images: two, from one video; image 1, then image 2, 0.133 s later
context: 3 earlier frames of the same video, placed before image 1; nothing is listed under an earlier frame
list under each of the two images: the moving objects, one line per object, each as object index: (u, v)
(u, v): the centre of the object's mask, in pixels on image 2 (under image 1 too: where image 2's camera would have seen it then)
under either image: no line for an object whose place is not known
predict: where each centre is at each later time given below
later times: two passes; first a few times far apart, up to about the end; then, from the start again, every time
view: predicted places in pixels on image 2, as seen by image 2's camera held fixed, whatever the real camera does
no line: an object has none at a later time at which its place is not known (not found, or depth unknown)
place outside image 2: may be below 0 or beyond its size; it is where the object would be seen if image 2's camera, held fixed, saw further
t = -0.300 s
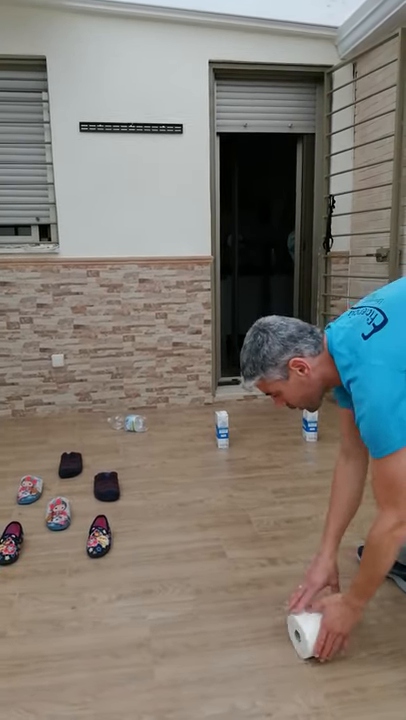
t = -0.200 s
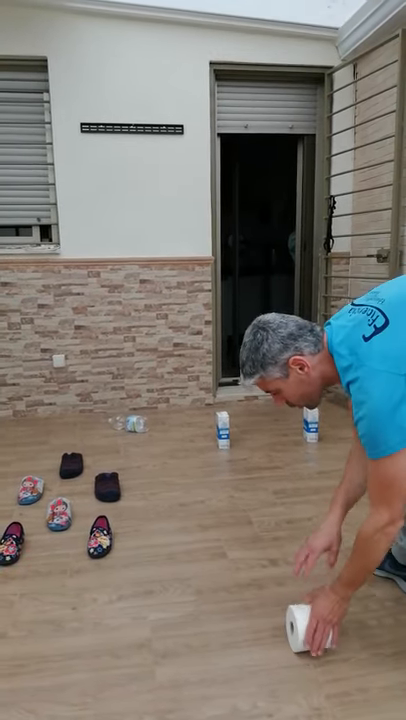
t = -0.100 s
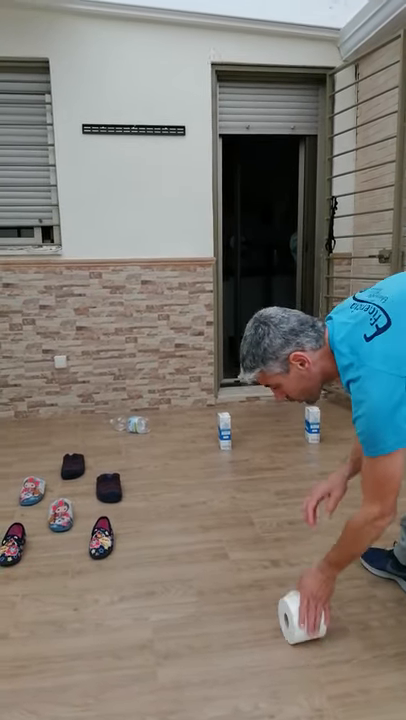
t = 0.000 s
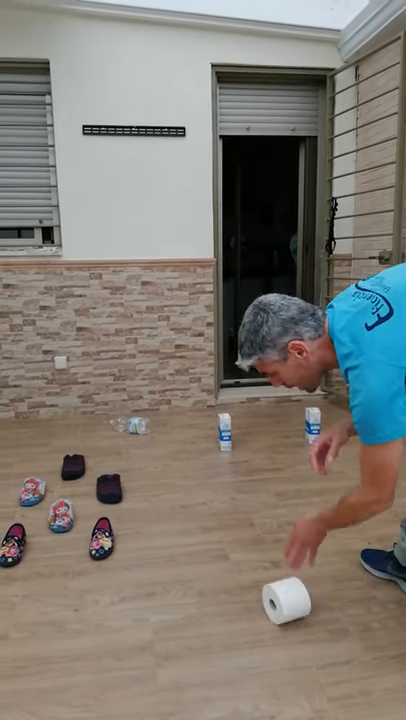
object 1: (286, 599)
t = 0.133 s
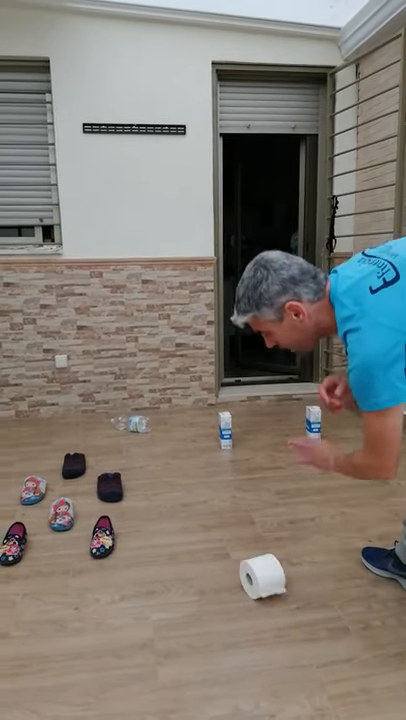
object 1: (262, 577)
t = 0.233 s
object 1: (245, 561)
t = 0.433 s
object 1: (219, 538)
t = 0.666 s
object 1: (195, 516)
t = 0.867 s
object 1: (178, 502)
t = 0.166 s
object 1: (256, 572)
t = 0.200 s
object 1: (250, 567)
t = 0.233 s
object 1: (245, 561)
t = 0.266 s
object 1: (240, 556)
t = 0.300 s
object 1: (236, 553)
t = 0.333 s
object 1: (231, 550)
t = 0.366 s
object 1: (227, 546)
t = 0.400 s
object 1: (223, 542)
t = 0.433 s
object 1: (219, 538)
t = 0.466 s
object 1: (215, 535)
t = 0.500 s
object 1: (212, 532)
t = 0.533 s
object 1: (208, 529)
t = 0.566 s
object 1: (204, 526)
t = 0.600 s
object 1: (201, 523)
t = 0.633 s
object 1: (198, 519)
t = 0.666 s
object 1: (195, 516)
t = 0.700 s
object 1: (192, 513)
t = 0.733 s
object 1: (189, 512)
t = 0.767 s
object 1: (186, 510)
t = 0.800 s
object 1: (183, 507)
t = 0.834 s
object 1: (180, 504)
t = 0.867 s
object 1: (178, 502)
